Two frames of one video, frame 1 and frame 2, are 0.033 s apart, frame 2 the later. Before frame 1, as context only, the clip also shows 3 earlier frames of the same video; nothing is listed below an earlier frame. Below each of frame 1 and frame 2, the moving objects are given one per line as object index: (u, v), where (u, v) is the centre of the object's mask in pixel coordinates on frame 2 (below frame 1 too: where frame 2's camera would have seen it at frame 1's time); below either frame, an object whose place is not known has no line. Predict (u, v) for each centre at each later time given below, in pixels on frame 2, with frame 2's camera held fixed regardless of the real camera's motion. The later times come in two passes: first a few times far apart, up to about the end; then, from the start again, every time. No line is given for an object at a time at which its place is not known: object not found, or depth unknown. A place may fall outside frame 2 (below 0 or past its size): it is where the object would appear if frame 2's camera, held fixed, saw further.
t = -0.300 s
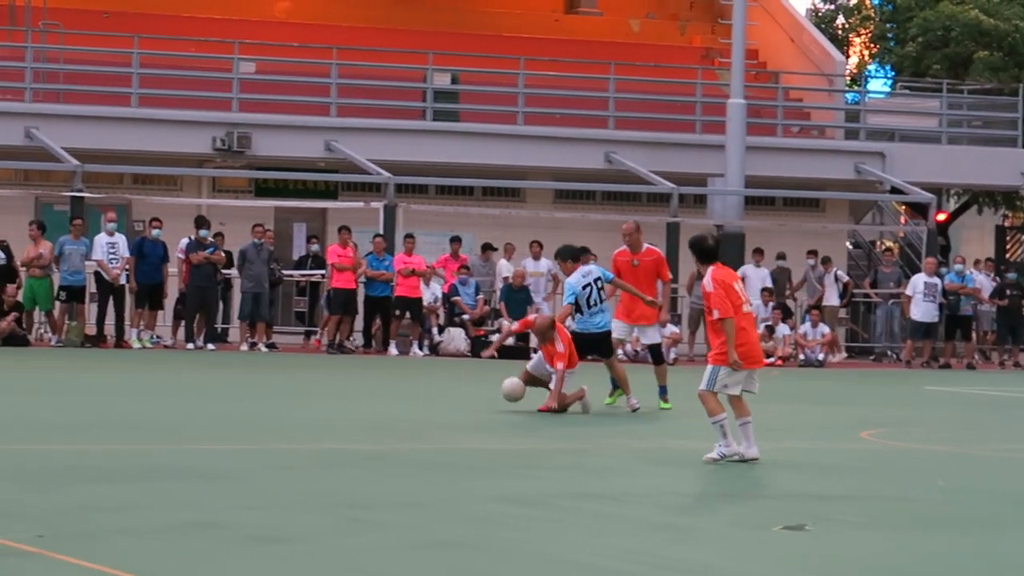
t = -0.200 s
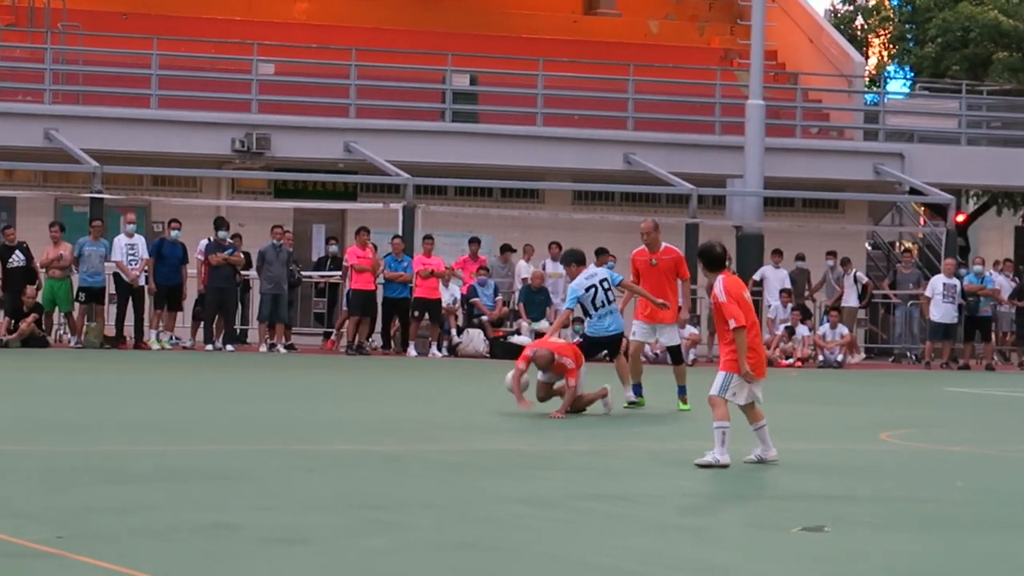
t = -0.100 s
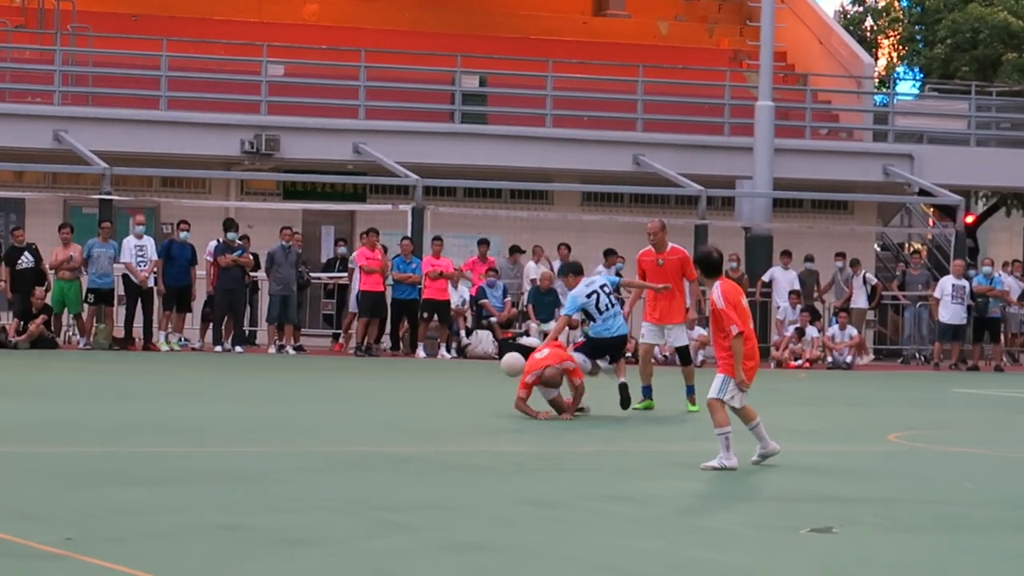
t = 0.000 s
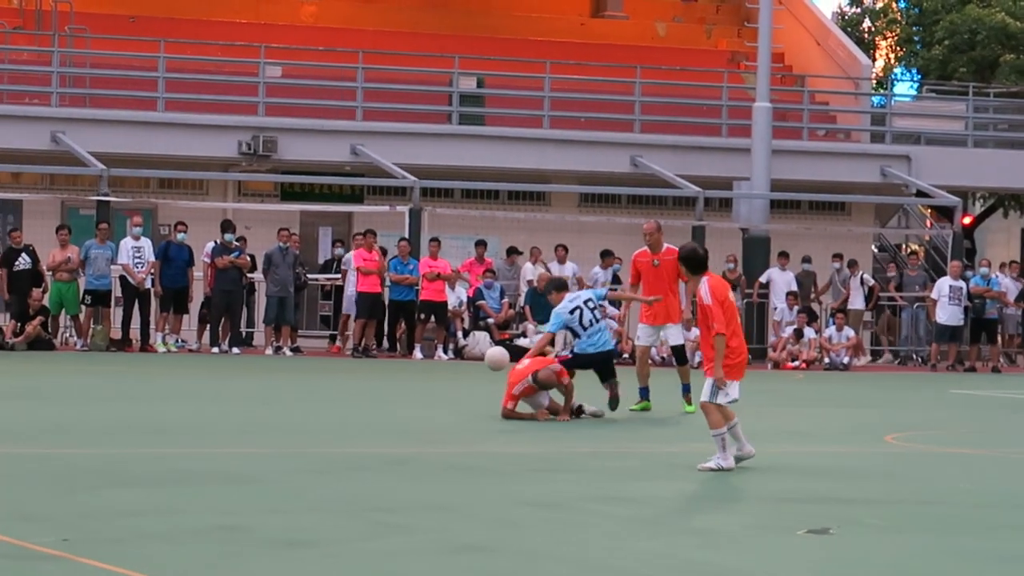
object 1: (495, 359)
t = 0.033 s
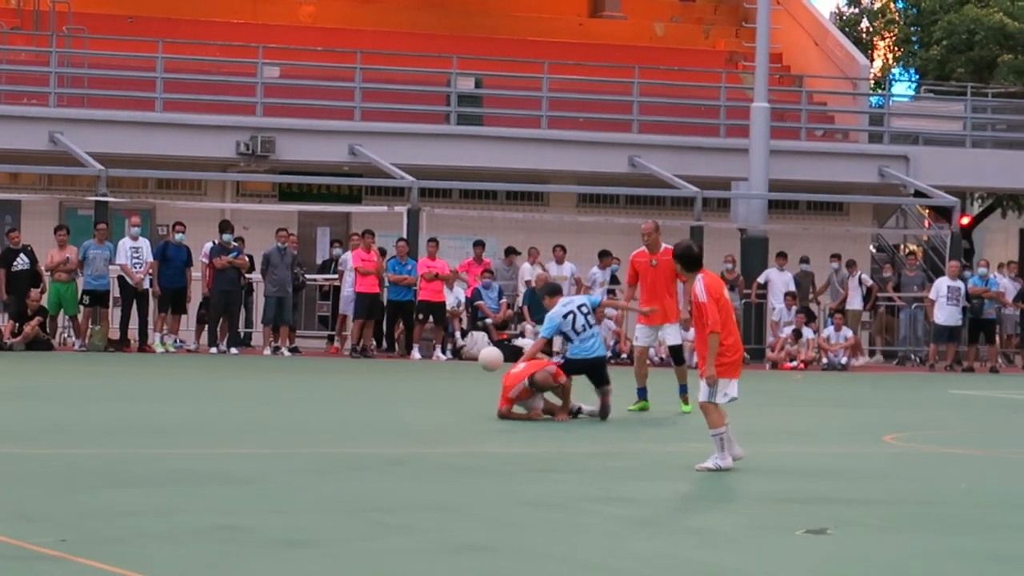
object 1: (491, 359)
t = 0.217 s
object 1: (464, 382)
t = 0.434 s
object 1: (435, 379)
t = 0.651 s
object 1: (405, 380)
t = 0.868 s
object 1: (374, 393)
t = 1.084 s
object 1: (343, 391)
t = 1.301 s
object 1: (311, 396)
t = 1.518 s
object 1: (279, 411)
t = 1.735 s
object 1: (247, 402)
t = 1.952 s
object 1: (212, 406)
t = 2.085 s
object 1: (191, 414)
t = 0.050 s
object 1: (488, 359)
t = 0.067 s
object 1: (486, 360)
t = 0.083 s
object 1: (484, 361)
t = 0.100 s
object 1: (481, 363)
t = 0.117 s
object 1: (479, 365)
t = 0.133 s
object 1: (476, 367)
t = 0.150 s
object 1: (474, 369)
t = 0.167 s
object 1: (472, 372)
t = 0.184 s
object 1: (469, 375)
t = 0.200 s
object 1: (467, 378)
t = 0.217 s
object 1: (464, 382)
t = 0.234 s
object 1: (461, 386)
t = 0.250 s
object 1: (459, 391)
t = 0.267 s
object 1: (457, 396)
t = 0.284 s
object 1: (454, 401)
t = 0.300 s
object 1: (452, 405)
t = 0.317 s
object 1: (450, 401)
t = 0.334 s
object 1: (448, 397)
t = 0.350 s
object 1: (446, 394)
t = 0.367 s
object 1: (444, 390)
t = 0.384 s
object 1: (442, 387)
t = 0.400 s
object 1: (439, 384)
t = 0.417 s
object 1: (438, 381)
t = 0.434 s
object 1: (435, 379)
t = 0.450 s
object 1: (433, 377)
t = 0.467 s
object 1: (431, 376)
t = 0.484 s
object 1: (429, 374)
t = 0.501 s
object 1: (426, 373)
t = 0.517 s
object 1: (424, 373)
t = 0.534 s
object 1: (422, 373)
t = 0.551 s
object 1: (419, 373)
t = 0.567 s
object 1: (417, 373)
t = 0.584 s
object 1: (415, 374)
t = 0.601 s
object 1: (412, 375)
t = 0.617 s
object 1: (410, 376)
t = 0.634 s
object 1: (408, 378)
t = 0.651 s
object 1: (405, 380)
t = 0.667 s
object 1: (403, 382)
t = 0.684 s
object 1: (400, 385)
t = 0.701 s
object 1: (398, 388)
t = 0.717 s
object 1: (395, 391)
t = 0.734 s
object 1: (393, 395)
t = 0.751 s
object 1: (390, 399)
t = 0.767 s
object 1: (388, 403)
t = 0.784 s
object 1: (385, 408)
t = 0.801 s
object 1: (383, 405)
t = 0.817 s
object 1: (381, 402)
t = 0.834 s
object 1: (378, 399)
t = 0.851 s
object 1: (376, 396)
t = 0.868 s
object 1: (374, 393)
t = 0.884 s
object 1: (372, 391)
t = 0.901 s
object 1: (369, 389)
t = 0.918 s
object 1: (367, 388)
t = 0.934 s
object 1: (365, 387)
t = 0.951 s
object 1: (362, 386)
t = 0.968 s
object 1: (360, 386)
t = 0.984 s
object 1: (358, 386)
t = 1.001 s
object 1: (355, 386)
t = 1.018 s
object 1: (353, 386)
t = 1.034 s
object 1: (351, 387)
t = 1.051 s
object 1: (348, 388)
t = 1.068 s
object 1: (345, 390)
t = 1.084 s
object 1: (343, 391)
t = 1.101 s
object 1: (340, 394)
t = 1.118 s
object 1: (338, 396)
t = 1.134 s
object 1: (335, 399)
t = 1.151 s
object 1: (333, 402)
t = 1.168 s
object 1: (330, 406)
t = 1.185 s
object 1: (328, 410)
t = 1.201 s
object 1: (325, 409)
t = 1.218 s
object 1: (323, 405)
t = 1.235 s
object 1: (321, 403)
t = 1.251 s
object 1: (318, 401)
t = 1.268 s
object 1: (316, 399)
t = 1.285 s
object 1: (314, 397)
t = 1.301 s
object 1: (311, 396)
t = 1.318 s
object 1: (309, 395)
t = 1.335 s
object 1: (307, 395)
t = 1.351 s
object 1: (304, 394)
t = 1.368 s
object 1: (302, 394)
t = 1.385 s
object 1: (299, 395)
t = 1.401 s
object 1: (297, 396)
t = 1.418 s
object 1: (294, 397)
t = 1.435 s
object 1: (292, 398)
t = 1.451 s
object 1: (289, 400)
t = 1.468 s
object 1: (287, 402)
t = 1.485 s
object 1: (284, 405)
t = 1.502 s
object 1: (281, 408)
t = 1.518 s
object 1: (279, 411)
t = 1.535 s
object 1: (276, 412)
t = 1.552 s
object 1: (274, 409)
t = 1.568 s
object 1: (271, 407)
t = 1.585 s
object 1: (269, 405)
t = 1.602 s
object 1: (267, 403)
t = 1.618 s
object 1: (264, 402)
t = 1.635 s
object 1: (262, 401)
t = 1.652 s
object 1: (259, 400)
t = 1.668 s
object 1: (257, 400)
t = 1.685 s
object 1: (254, 400)
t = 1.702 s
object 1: (252, 400)
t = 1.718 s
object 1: (249, 401)
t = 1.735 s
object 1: (247, 402)
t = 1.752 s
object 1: (244, 404)
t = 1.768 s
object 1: (241, 406)
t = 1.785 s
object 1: (239, 408)
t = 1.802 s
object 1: (236, 410)
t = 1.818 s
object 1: (233, 413)
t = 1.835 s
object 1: (231, 413)
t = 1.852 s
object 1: (228, 411)
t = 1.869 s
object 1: (225, 409)
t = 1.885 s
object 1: (223, 408)
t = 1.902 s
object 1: (220, 407)
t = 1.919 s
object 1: (218, 406)
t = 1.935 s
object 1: (215, 406)
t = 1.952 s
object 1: (212, 406)
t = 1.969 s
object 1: (210, 406)
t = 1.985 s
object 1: (207, 407)
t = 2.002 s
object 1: (204, 408)
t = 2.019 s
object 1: (202, 410)
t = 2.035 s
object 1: (199, 412)
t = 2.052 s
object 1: (196, 414)
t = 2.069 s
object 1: (194, 416)
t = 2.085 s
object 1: (191, 414)
